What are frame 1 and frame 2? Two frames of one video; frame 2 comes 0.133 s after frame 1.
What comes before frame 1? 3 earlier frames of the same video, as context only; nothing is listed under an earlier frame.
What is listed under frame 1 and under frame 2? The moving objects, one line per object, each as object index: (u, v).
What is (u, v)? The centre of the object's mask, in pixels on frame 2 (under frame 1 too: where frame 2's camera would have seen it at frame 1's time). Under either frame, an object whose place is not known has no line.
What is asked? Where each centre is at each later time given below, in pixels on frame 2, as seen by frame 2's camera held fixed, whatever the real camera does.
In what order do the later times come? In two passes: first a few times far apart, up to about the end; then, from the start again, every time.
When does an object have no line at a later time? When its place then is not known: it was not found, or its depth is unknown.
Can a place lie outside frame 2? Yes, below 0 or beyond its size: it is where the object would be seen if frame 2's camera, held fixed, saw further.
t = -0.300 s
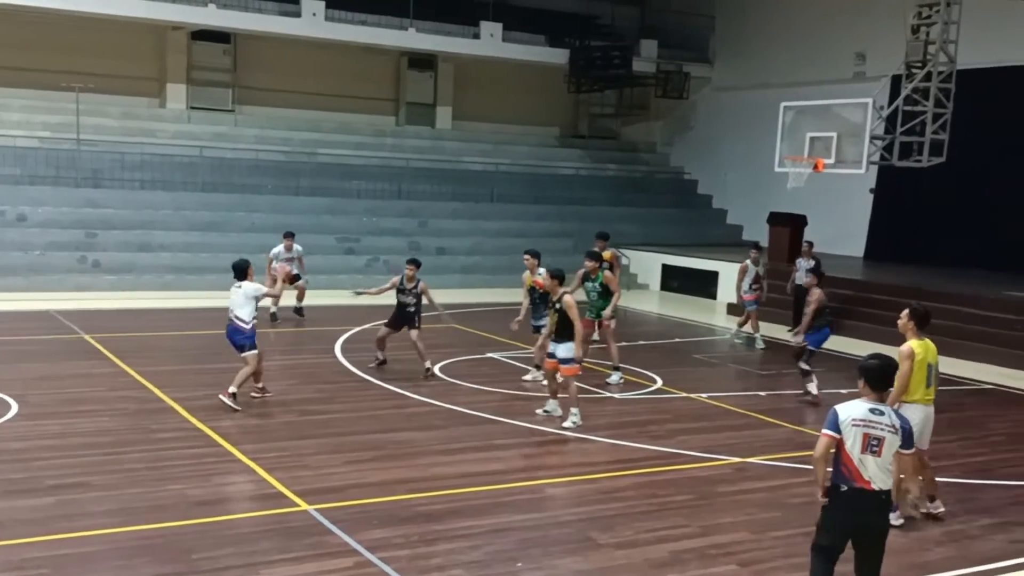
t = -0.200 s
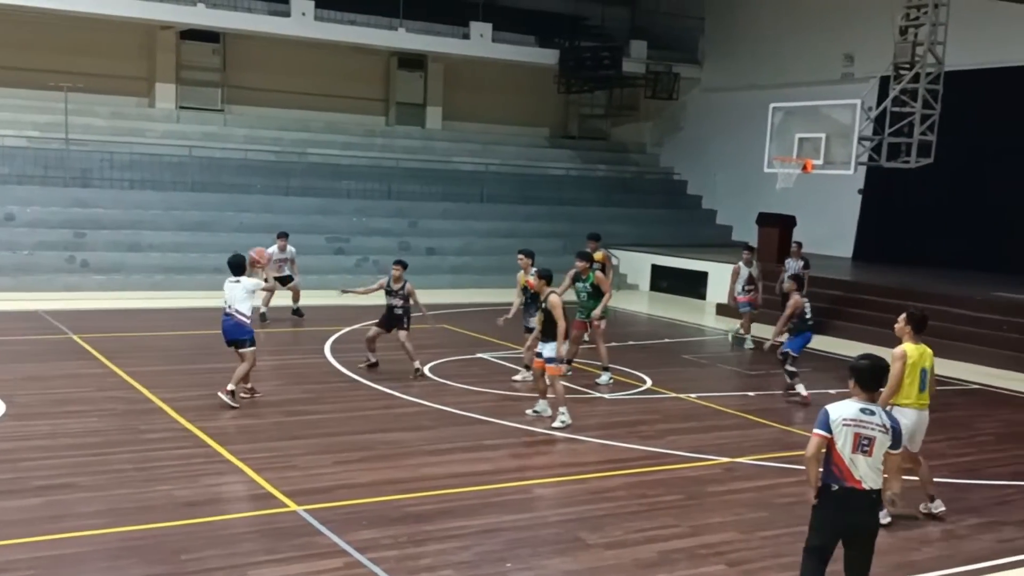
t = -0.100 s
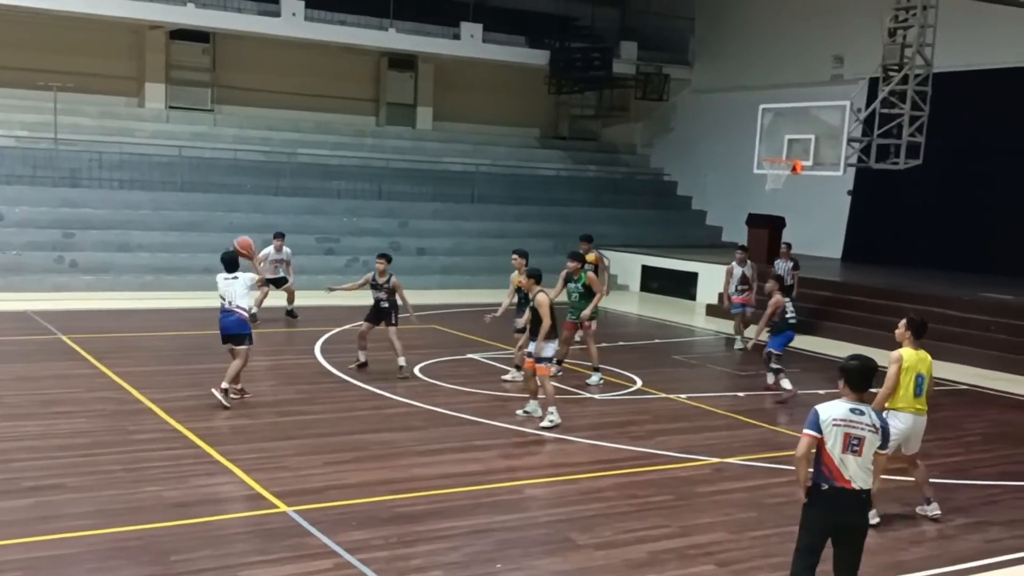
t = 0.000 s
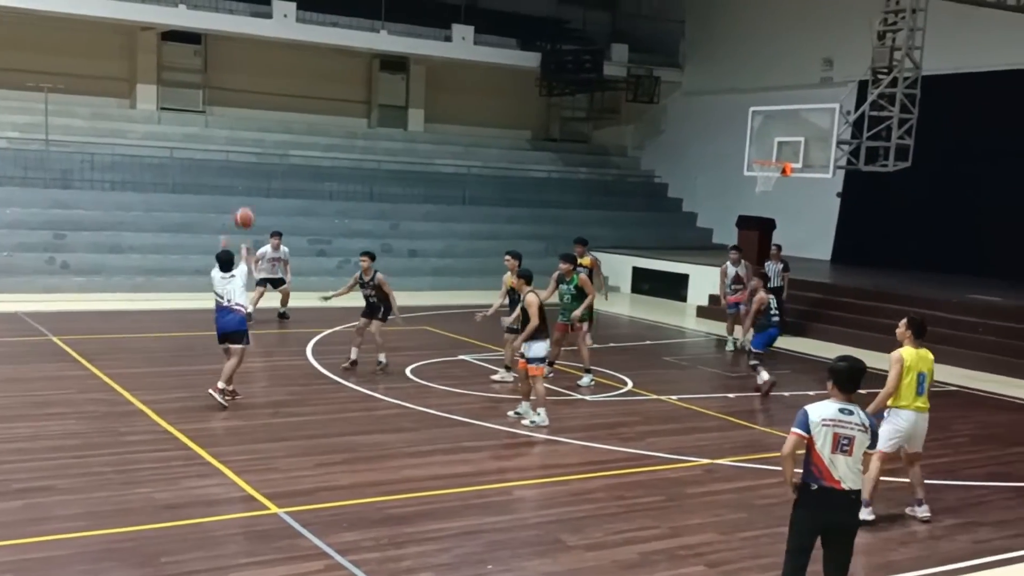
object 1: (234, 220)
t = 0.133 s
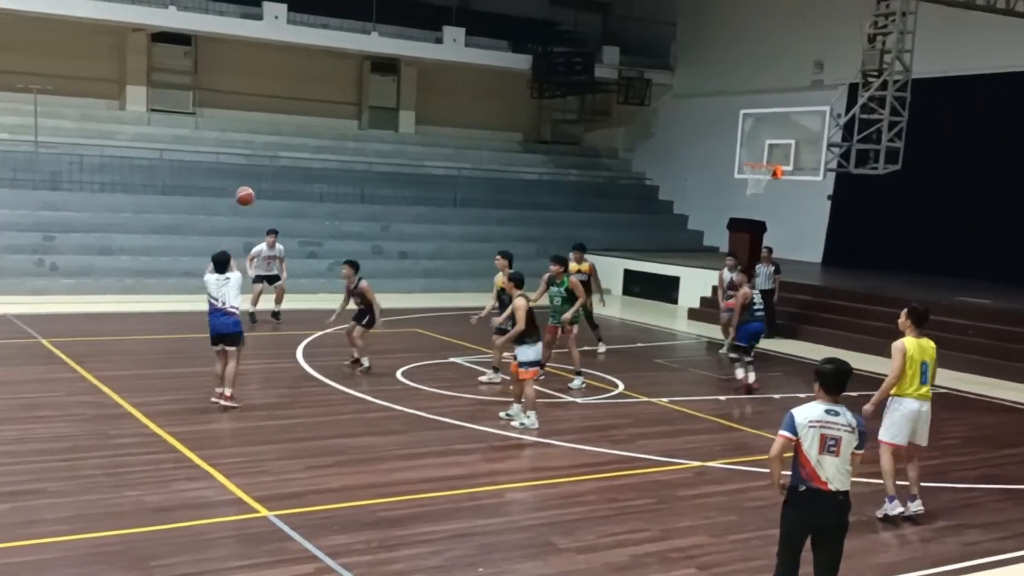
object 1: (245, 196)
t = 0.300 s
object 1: (255, 187)
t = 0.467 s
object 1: (265, 198)
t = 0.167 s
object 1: (247, 192)
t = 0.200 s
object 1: (249, 190)
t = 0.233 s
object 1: (251, 188)
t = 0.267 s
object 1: (253, 187)
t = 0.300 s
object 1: (255, 187)
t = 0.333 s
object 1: (257, 187)
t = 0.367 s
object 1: (259, 189)
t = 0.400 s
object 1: (261, 191)
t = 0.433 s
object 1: (263, 194)
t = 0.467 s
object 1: (265, 198)
